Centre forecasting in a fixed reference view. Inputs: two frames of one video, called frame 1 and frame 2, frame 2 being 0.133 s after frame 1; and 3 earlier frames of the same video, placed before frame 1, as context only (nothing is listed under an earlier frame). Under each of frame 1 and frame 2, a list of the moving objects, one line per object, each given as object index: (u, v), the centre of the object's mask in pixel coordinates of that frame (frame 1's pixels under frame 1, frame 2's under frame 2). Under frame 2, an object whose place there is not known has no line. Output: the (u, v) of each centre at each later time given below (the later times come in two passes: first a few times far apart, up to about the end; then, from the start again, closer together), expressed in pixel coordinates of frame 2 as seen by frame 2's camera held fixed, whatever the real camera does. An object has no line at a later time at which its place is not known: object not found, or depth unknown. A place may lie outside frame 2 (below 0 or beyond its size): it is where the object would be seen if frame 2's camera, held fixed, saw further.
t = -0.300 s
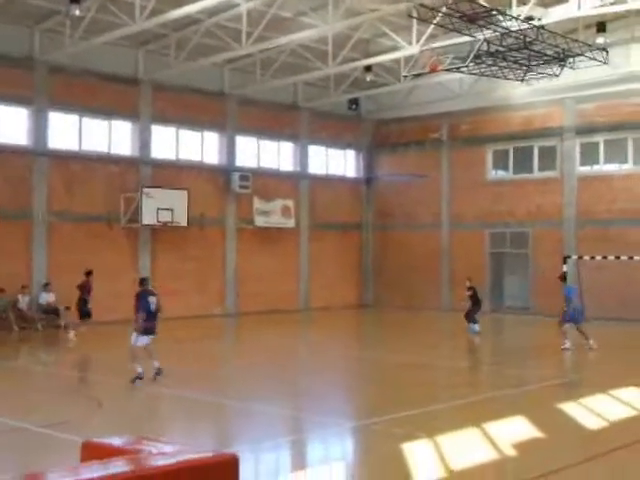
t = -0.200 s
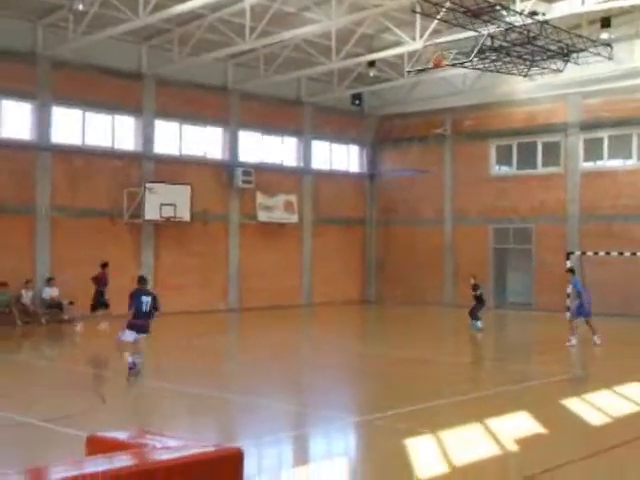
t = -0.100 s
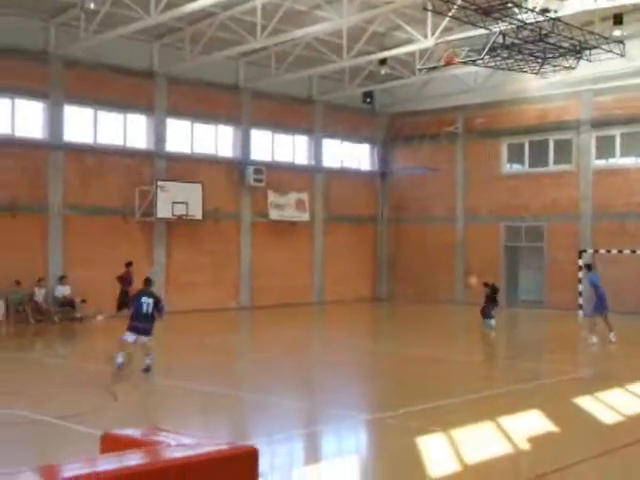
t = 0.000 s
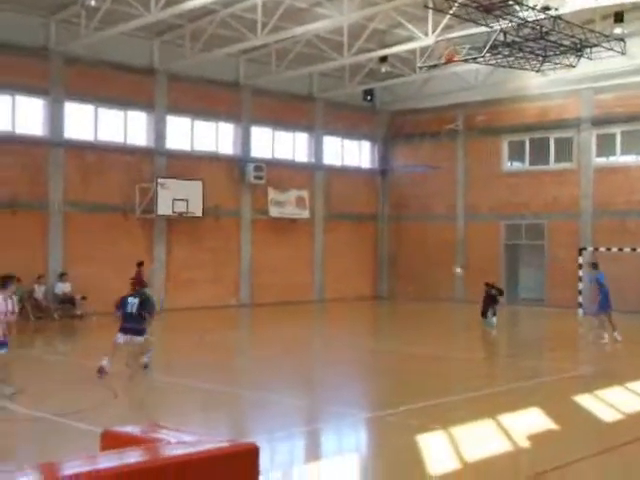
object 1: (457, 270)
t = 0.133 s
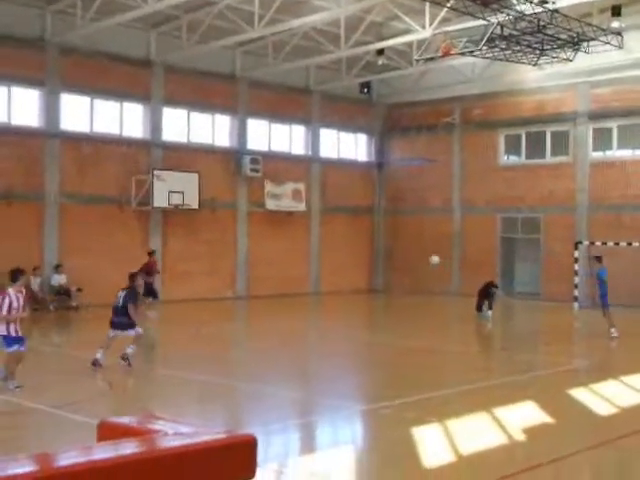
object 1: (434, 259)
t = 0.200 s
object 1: (421, 259)
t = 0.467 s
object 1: (353, 278)
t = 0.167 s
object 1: (429, 259)
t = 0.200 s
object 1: (421, 259)
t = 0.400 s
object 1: (374, 271)
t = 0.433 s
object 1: (364, 274)
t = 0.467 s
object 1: (353, 278)
